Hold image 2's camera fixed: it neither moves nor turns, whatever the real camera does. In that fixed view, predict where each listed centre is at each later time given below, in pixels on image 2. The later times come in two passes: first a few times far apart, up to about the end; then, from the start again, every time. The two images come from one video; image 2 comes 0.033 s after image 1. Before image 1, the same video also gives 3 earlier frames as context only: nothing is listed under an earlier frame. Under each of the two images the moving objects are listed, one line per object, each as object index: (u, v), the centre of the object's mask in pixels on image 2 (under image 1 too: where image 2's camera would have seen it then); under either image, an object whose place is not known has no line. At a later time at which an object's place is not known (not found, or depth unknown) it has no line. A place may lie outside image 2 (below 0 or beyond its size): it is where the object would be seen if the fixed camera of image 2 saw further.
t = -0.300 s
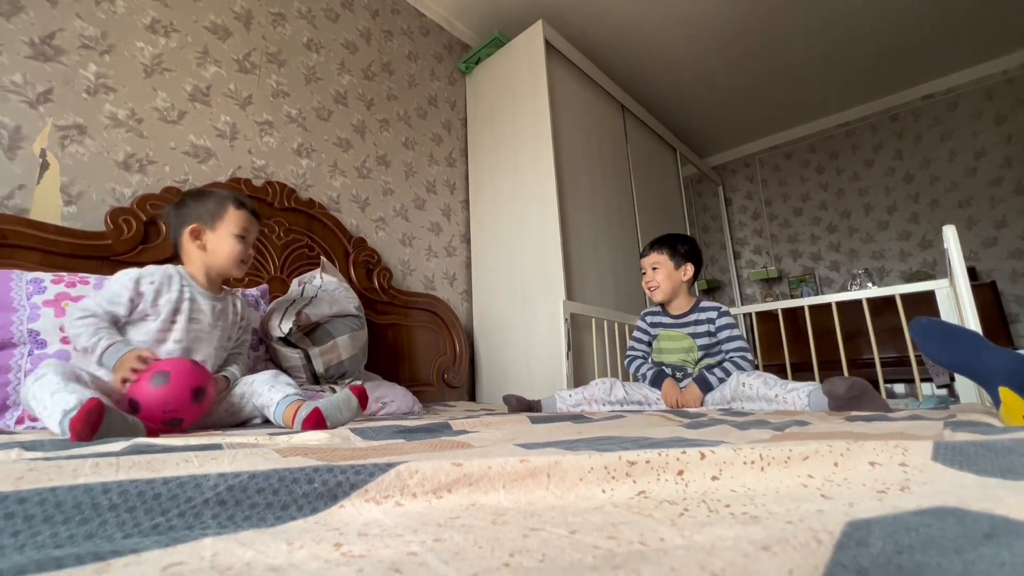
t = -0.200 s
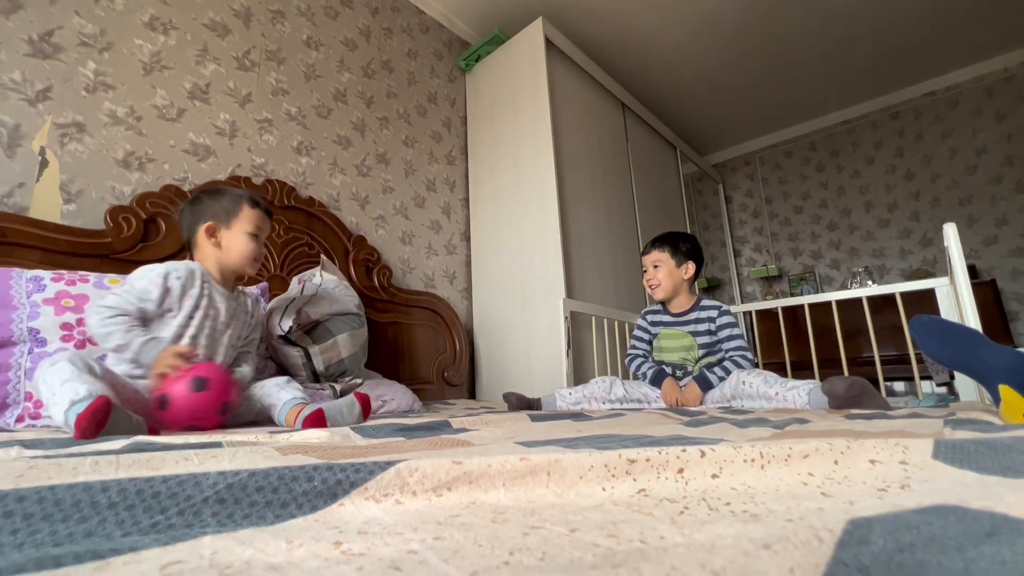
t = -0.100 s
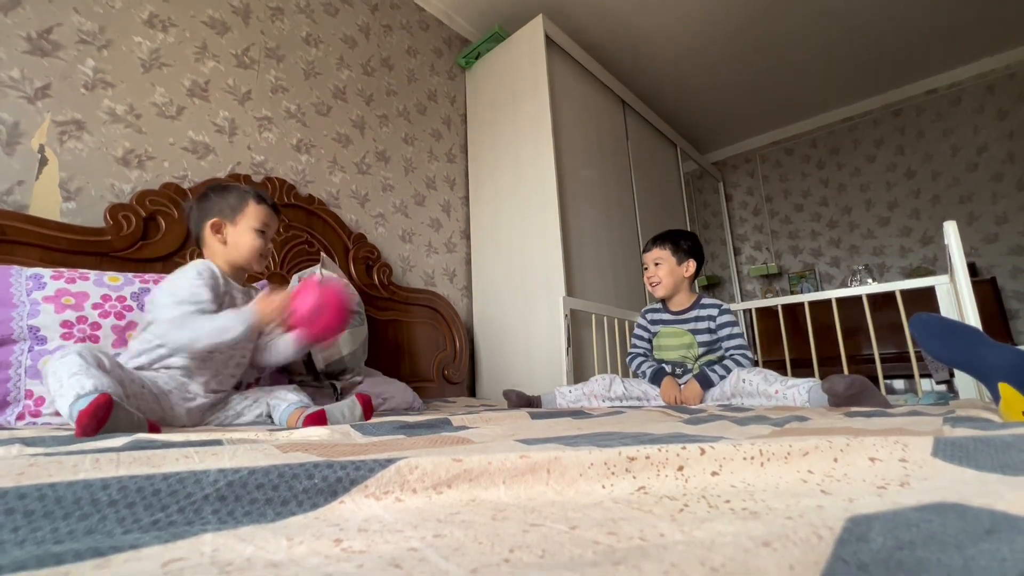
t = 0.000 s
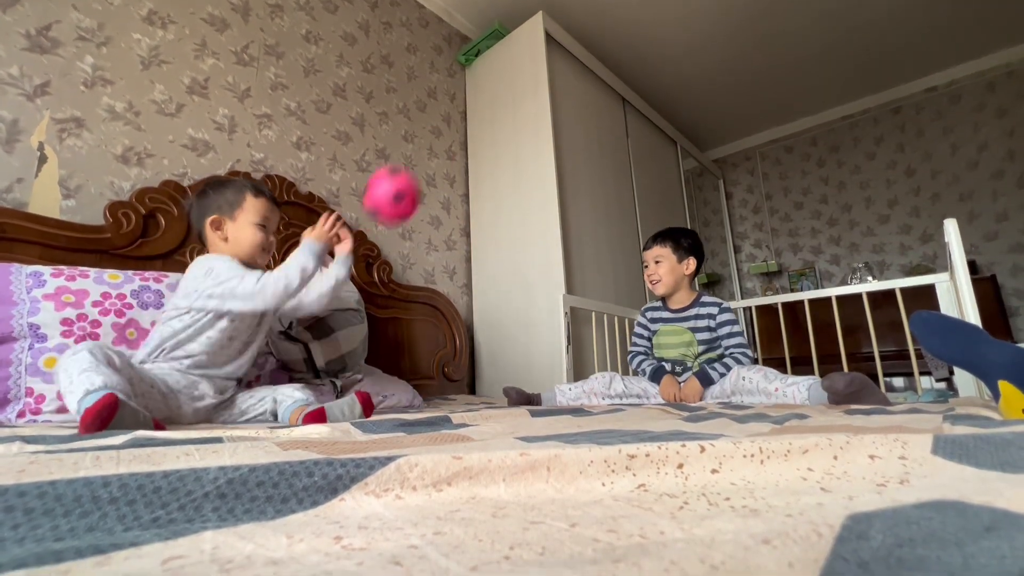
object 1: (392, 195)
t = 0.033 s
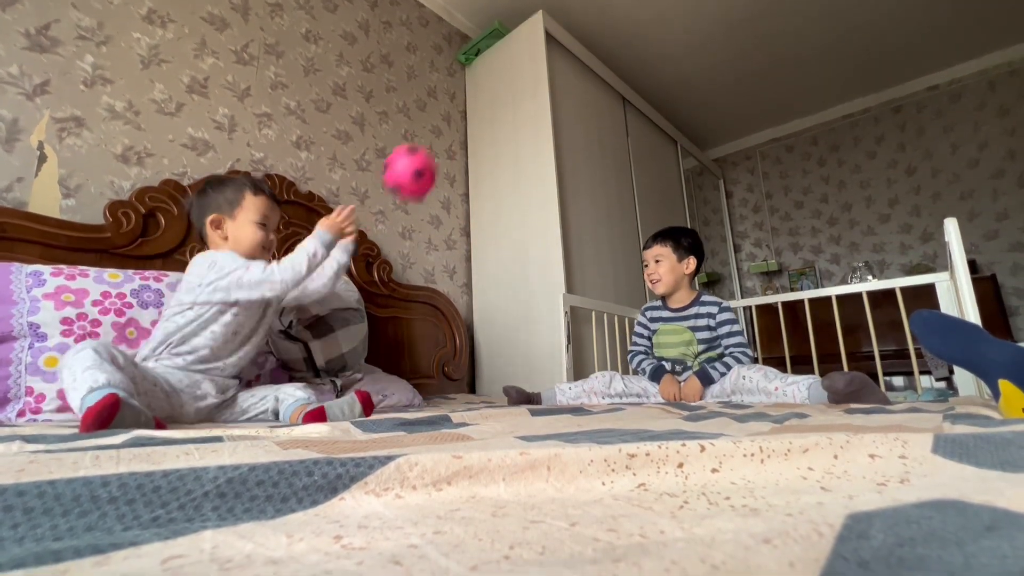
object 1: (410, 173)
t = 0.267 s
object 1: (499, 138)
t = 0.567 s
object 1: (580, 287)
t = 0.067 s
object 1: (426, 155)
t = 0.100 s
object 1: (441, 143)
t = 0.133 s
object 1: (454, 135)
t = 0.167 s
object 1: (467, 131)
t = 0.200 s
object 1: (478, 130)
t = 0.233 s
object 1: (489, 133)
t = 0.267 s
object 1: (499, 138)
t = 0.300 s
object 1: (510, 145)
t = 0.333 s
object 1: (519, 155)
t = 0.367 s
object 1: (528, 167)
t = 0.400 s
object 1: (537, 181)
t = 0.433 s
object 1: (546, 198)
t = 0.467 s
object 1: (555, 218)
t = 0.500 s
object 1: (564, 239)
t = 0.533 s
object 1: (572, 261)
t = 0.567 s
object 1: (580, 287)
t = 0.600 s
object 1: (587, 314)
